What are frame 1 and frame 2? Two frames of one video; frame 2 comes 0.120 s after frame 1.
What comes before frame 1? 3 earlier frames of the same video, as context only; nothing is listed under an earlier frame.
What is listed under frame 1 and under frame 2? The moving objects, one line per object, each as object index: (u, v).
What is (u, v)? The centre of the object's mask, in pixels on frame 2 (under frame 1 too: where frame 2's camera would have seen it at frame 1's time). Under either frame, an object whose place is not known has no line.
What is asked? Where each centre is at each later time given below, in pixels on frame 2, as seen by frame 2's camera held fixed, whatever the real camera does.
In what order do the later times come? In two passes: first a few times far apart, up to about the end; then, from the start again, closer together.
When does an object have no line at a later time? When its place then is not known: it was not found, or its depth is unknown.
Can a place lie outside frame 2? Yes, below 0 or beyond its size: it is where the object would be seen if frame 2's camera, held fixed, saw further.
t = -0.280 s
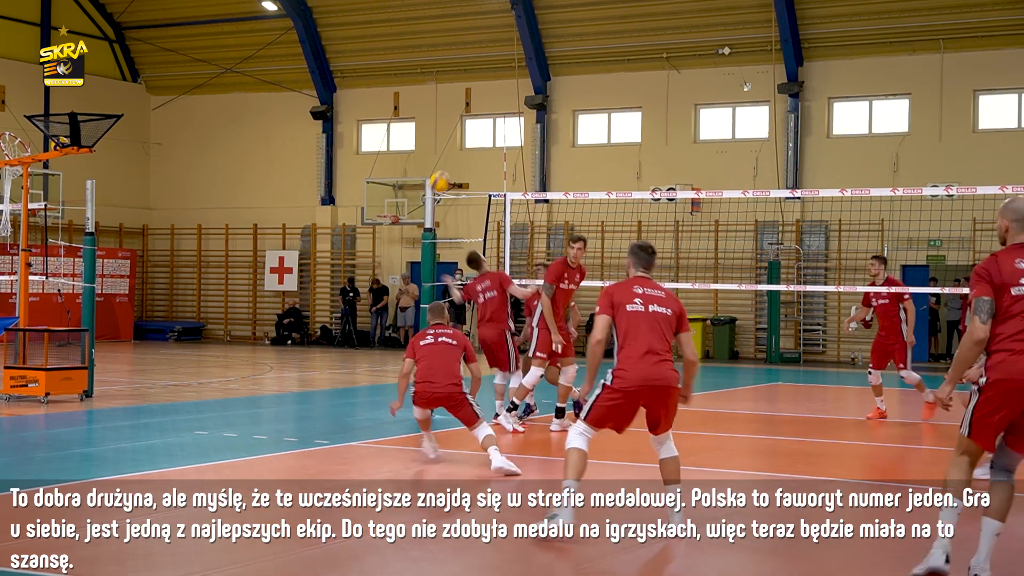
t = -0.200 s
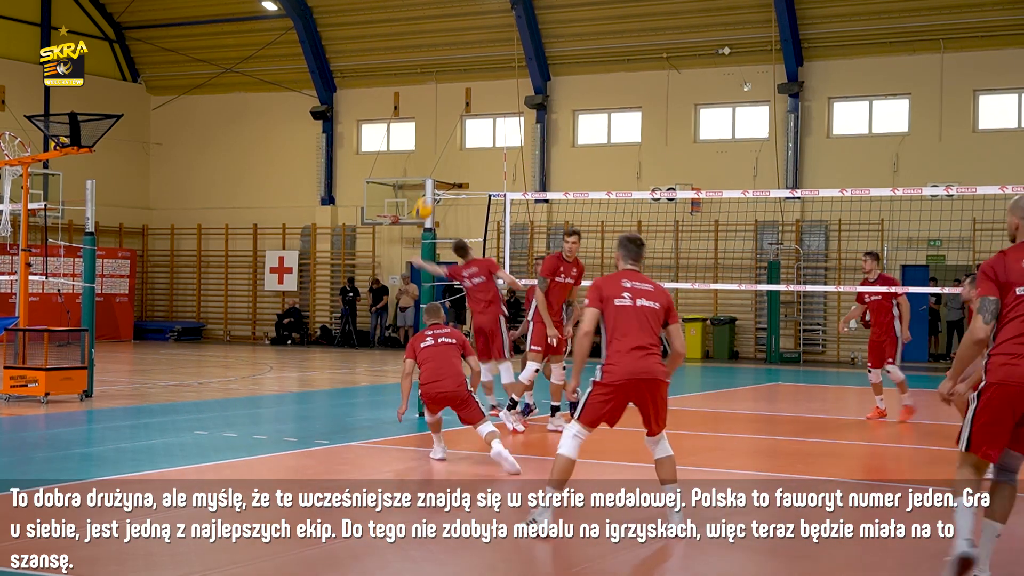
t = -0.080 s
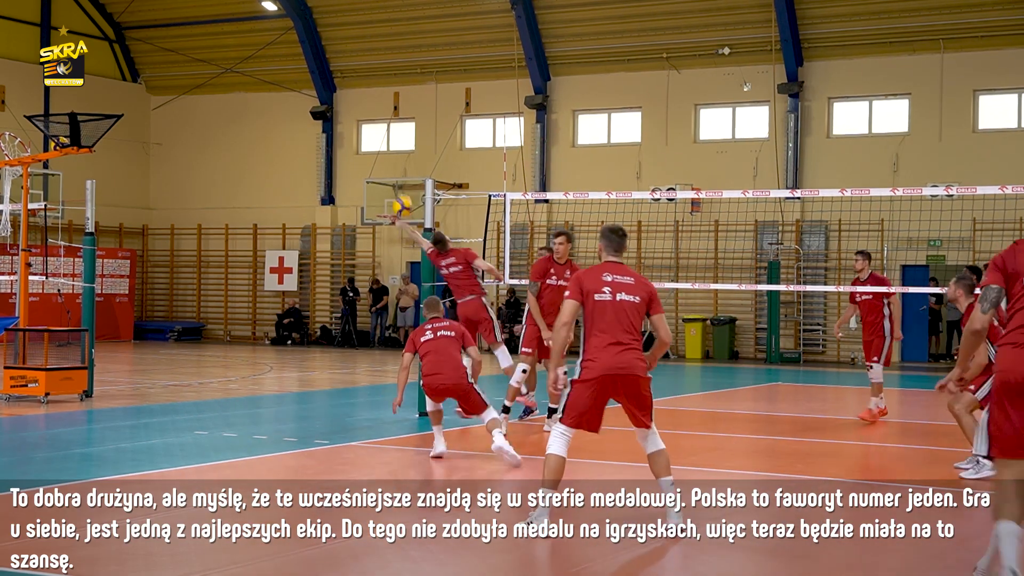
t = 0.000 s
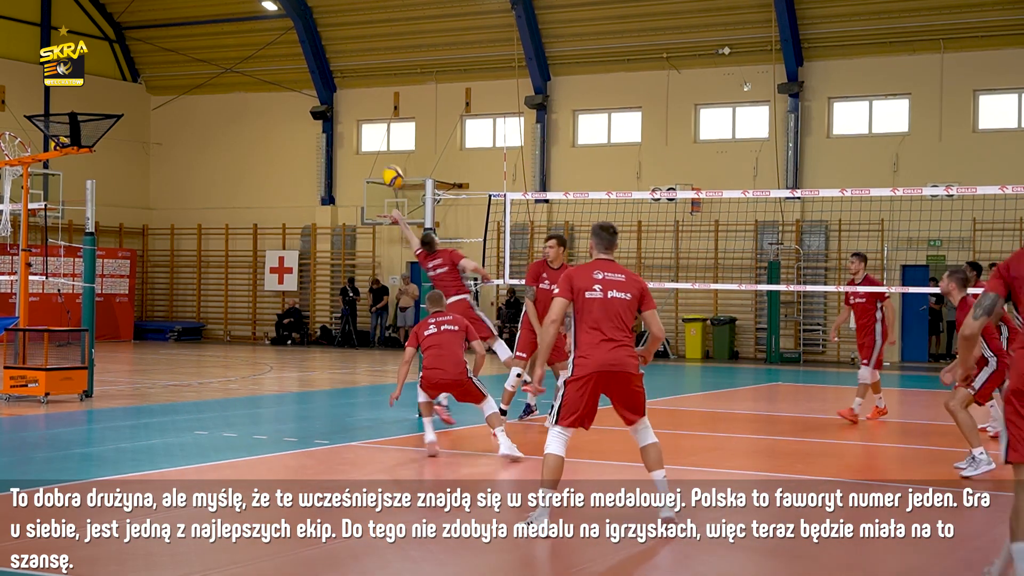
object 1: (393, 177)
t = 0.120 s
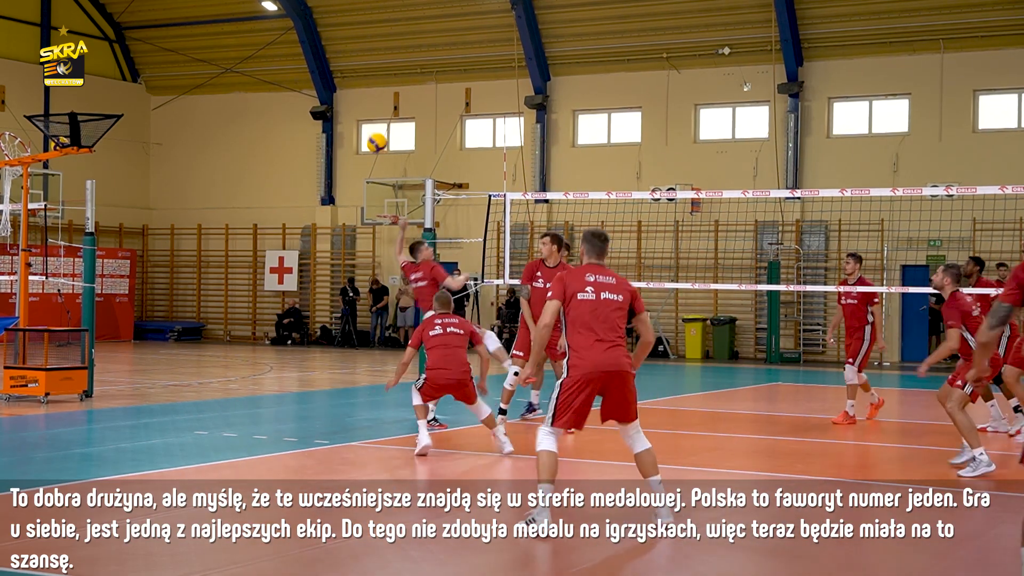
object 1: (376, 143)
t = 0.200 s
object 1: (365, 126)
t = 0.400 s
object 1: (333, 115)
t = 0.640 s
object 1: (288, 167)
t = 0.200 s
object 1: (365, 126)
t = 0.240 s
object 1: (360, 120)
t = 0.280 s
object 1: (353, 116)
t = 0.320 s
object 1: (347, 114)
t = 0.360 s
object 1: (340, 113)
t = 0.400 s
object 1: (333, 115)
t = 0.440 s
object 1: (327, 118)
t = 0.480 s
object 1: (320, 123)
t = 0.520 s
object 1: (312, 130)
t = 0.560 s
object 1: (305, 140)
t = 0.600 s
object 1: (297, 153)
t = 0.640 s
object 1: (288, 167)
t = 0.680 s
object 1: (280, 184)
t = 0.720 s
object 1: (271, 204)
